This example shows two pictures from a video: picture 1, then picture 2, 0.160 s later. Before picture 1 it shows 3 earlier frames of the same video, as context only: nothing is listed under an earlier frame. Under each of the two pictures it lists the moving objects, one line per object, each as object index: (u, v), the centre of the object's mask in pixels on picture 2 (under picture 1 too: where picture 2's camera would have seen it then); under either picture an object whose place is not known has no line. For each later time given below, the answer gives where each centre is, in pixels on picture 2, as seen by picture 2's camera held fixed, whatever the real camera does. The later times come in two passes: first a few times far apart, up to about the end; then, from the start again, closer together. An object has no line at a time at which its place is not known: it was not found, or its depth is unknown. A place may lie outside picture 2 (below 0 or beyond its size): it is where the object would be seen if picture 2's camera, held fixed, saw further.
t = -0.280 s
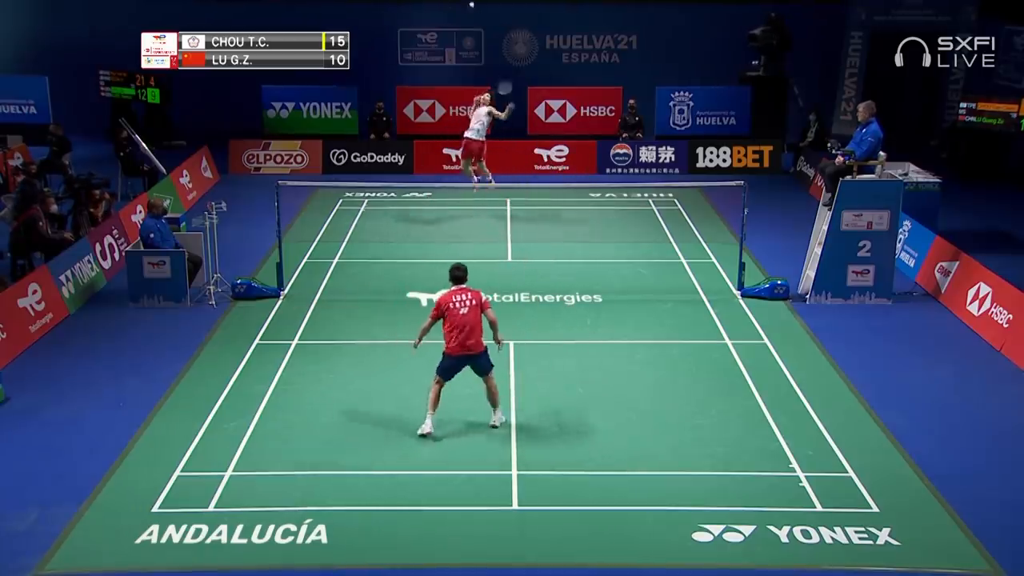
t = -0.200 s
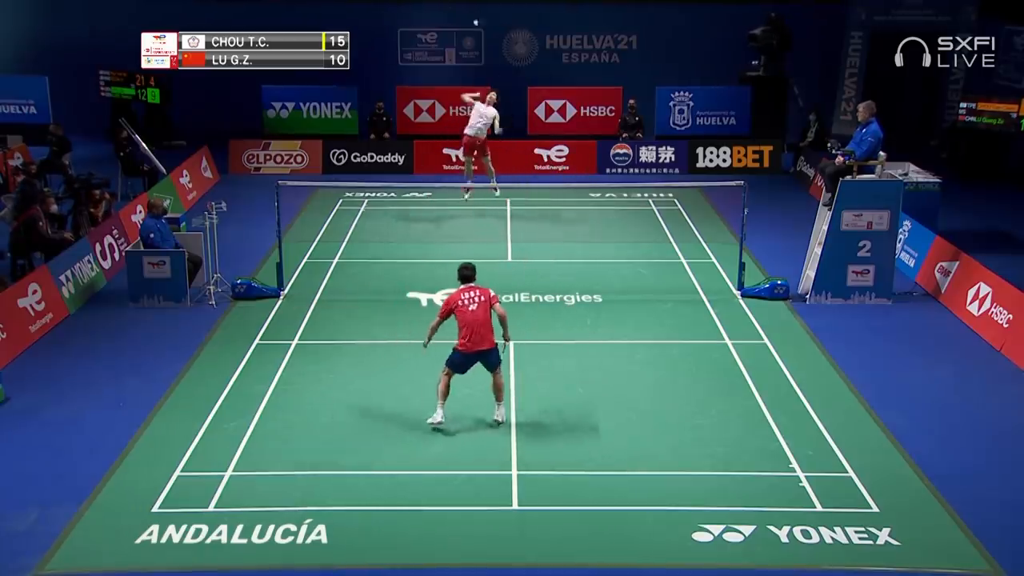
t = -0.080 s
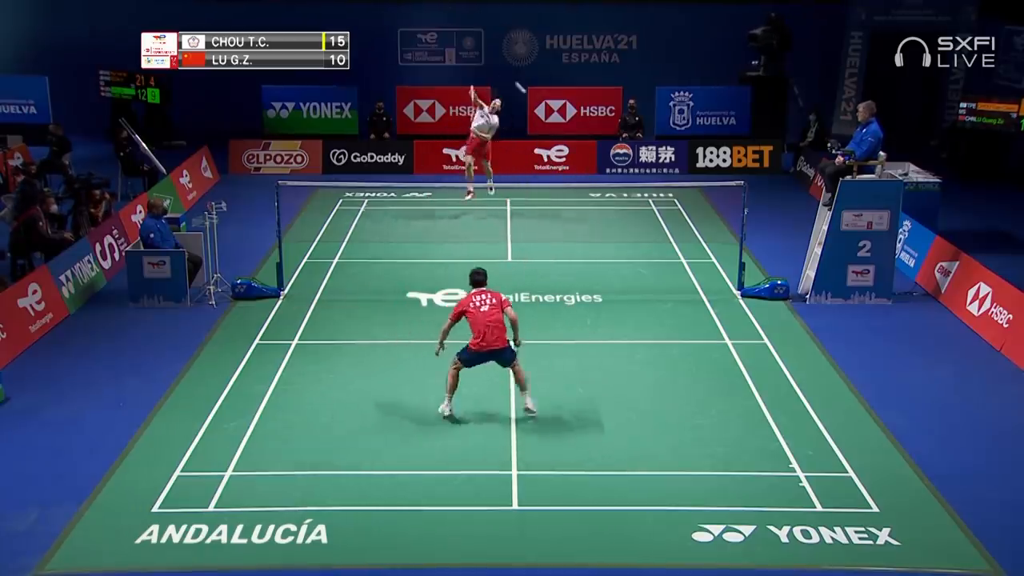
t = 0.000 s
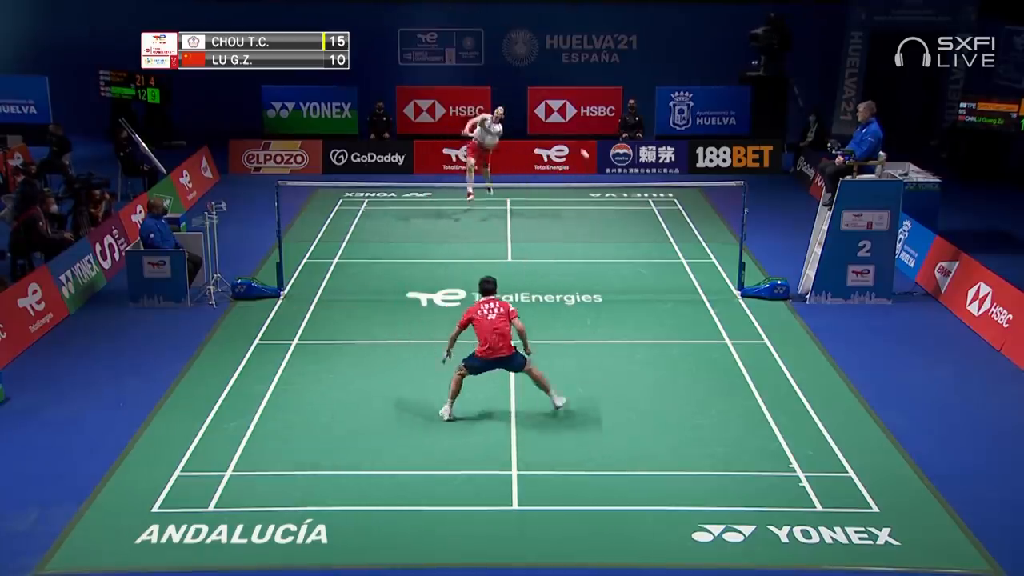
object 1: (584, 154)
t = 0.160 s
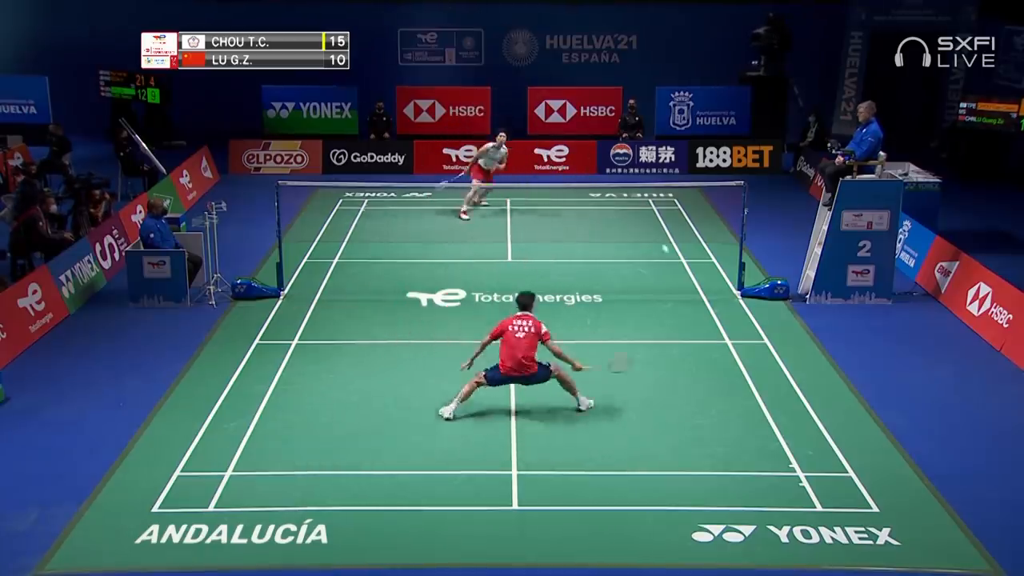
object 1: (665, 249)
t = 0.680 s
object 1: (795, 436)
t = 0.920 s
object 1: (829, 456)
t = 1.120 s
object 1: (847, 463)
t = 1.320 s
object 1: (852, 469)
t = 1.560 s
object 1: (847, 471)
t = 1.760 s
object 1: (838, 469)
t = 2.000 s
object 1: (833, 467)
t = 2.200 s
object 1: (833, 465)
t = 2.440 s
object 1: (834, 464)
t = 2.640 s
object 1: (834, 464)
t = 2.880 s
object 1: (835, 464)
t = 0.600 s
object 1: (783, 425)
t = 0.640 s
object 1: (789, 430)
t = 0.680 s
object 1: (795, 436)
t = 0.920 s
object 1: (829, 456)
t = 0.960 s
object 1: (833, 458)
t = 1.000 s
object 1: (837, 460)
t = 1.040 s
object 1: (841, 462)
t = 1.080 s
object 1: (845, 462)
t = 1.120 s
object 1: (847, 463)
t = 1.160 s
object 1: (850, 464)
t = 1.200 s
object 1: (851, 465)
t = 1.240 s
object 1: (852, 467)
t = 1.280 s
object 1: (852, 468)
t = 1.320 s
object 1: (852, 469)
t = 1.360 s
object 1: (852, 469)
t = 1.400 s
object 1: (852, 470)
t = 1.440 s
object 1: (851, 470)
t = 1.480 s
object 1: (851, 471)
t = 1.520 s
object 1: (849, 471)
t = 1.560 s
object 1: (847, 471)
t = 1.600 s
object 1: (845, 471)
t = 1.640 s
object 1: (842, 470)
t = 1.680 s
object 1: (840, 469)
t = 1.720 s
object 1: (839, 469)
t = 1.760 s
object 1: (838, 469)
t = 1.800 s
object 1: (837, 469)
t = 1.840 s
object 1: (835, 468)
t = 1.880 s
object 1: (835, 468)
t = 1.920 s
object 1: (834, 468)
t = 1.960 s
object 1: (834, 467)
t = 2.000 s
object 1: (833, 467)
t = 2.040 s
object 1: (833, 466)
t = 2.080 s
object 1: (833, 466)
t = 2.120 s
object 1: (833, 466)
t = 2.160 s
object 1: (833, 466)
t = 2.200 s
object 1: (833, 465)
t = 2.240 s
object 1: (833, 465)
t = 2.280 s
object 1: (833, 465)
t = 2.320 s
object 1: (833, 465)
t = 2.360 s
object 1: (833, 465)
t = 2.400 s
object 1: (834, 464)
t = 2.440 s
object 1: (834, 464)
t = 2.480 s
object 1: (834, 464)
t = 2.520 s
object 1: (834, 464)
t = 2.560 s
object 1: (834, 464)
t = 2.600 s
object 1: (834, 464)
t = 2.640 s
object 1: (834, 464)
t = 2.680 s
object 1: (834, 464)
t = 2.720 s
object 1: (834, 464)
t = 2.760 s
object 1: (834, 464)
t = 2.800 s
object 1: (835, 463)
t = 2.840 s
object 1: (835, 463)
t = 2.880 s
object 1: (835, 464)
